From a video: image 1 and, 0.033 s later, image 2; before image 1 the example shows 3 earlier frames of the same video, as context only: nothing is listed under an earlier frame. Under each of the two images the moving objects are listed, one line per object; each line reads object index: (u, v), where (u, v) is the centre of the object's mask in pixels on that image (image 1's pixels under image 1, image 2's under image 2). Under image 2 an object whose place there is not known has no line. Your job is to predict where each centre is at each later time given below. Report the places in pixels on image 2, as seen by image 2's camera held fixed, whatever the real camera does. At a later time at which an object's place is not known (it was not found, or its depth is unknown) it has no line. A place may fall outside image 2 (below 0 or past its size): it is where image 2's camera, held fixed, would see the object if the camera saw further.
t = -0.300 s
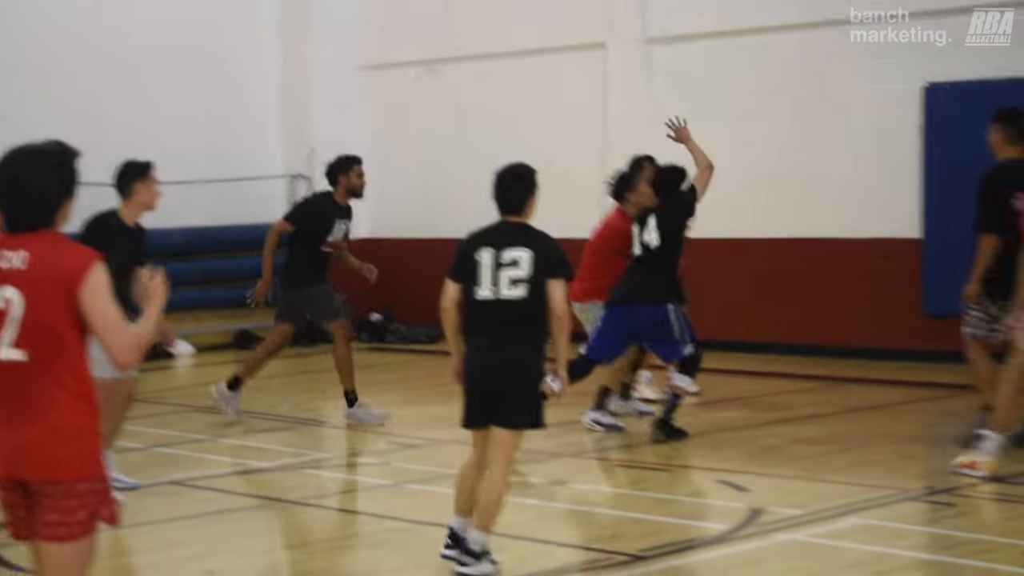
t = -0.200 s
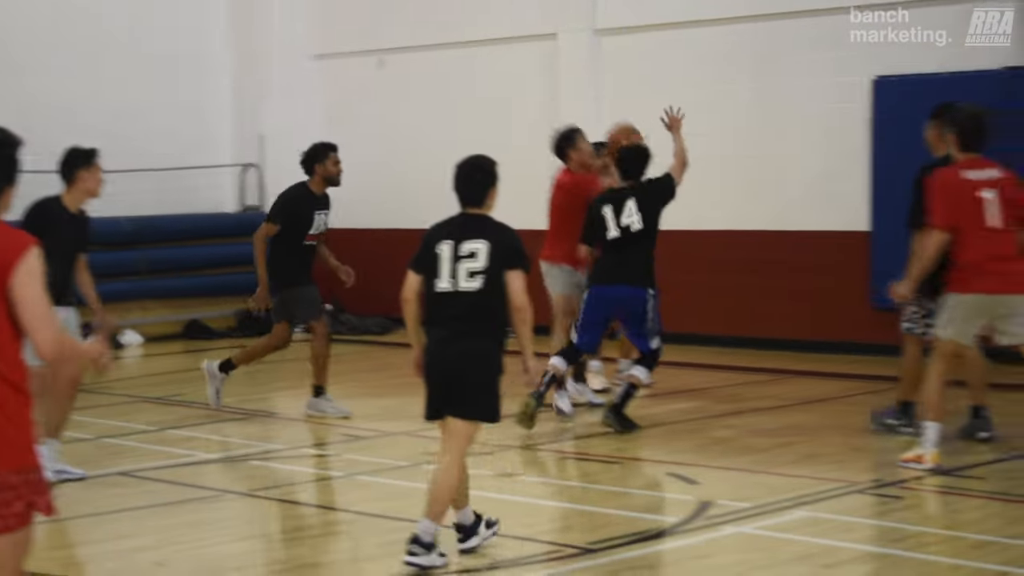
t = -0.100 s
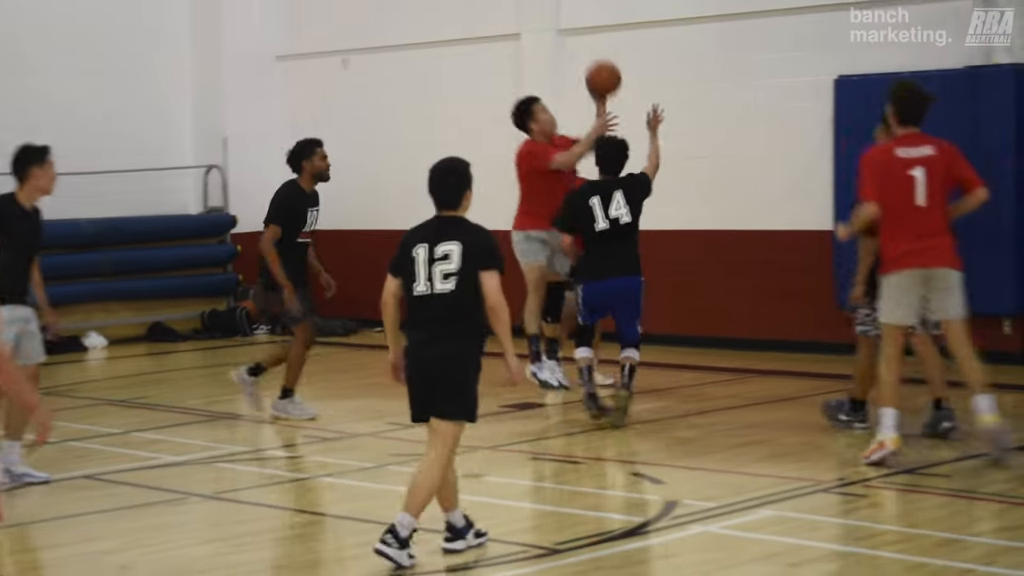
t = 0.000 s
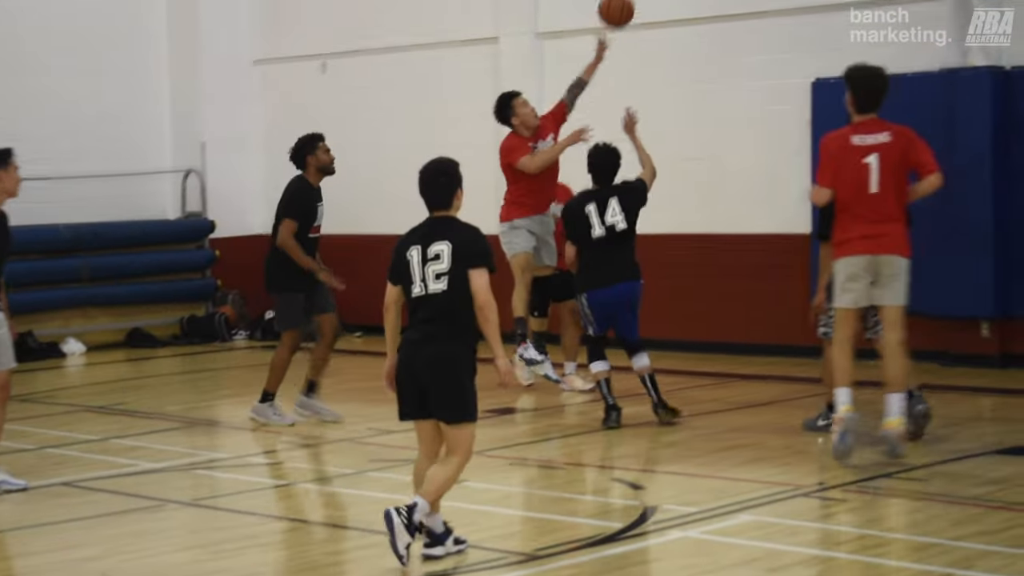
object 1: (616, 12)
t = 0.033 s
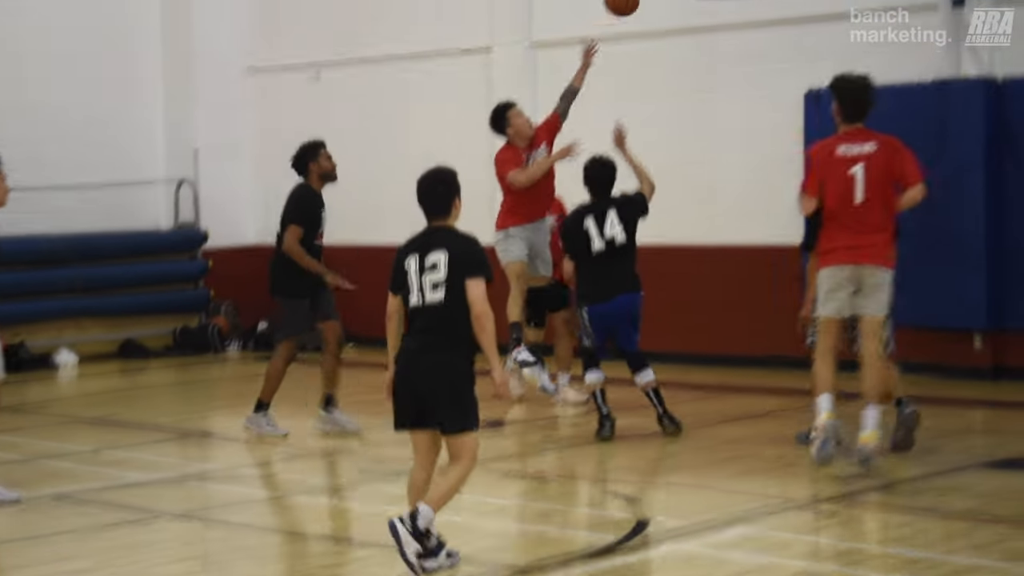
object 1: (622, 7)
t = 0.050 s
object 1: (630, -3)
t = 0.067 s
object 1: (636, -13)
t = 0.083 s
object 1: (641, -23)
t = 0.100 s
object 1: (647, -32)
